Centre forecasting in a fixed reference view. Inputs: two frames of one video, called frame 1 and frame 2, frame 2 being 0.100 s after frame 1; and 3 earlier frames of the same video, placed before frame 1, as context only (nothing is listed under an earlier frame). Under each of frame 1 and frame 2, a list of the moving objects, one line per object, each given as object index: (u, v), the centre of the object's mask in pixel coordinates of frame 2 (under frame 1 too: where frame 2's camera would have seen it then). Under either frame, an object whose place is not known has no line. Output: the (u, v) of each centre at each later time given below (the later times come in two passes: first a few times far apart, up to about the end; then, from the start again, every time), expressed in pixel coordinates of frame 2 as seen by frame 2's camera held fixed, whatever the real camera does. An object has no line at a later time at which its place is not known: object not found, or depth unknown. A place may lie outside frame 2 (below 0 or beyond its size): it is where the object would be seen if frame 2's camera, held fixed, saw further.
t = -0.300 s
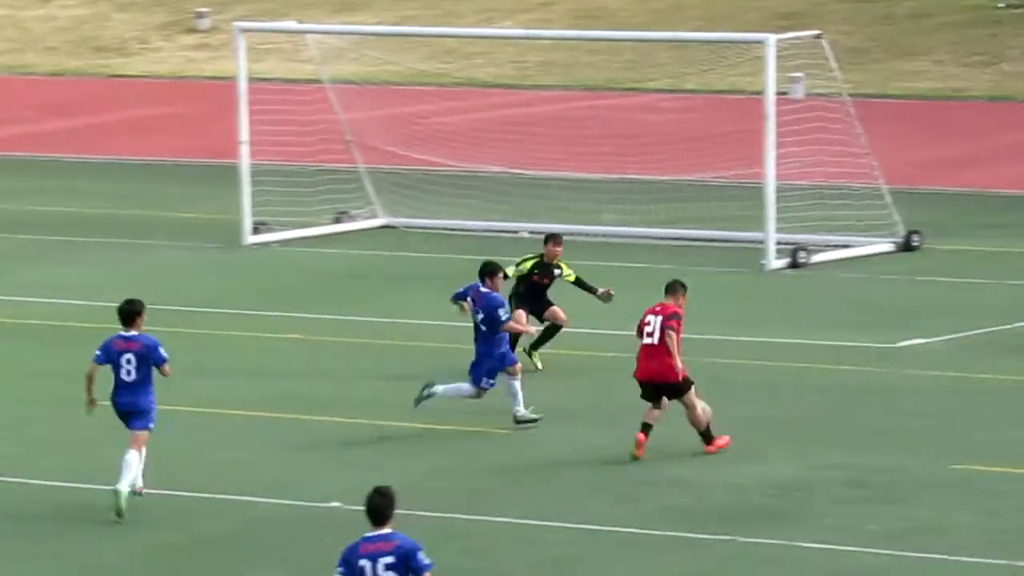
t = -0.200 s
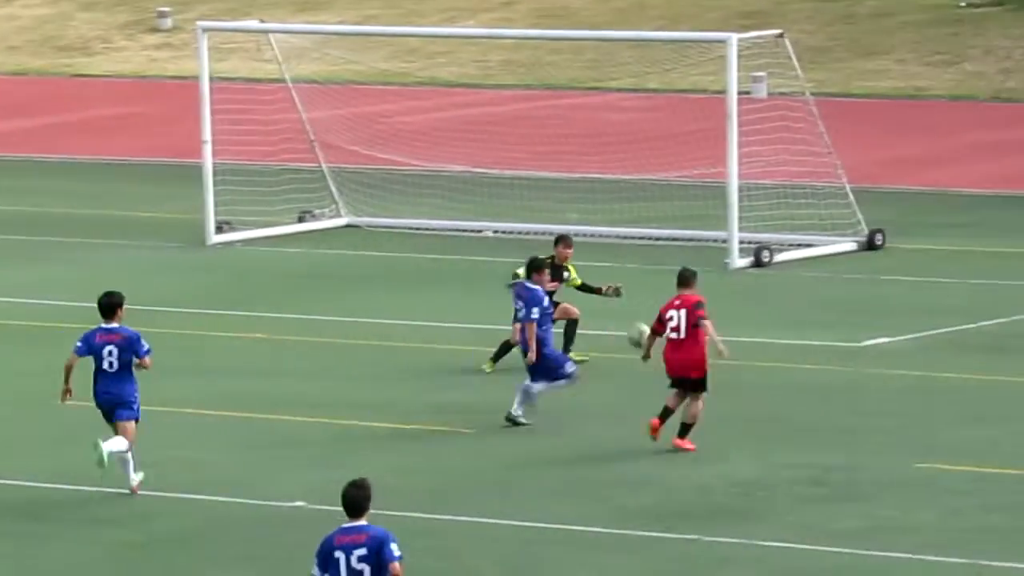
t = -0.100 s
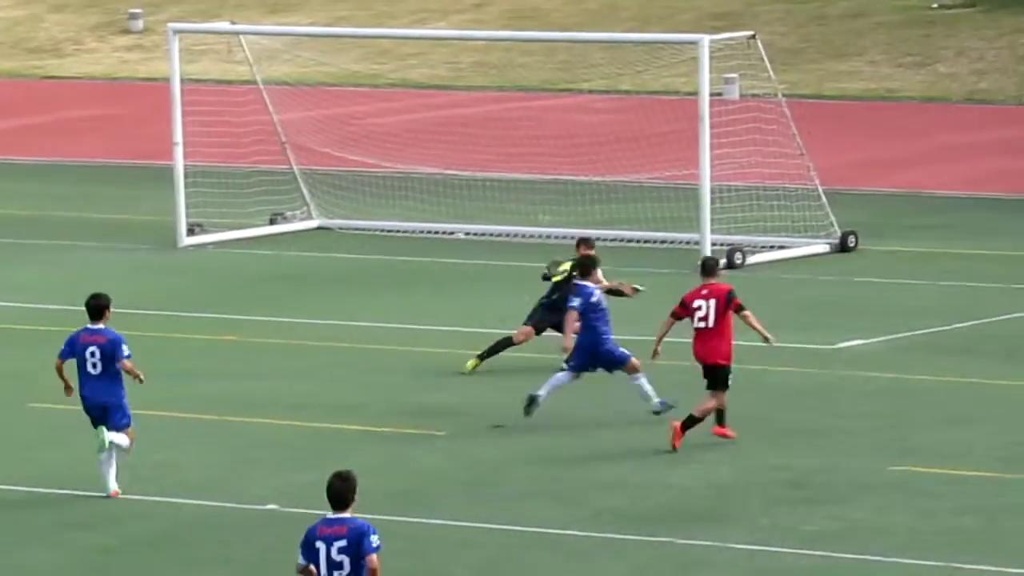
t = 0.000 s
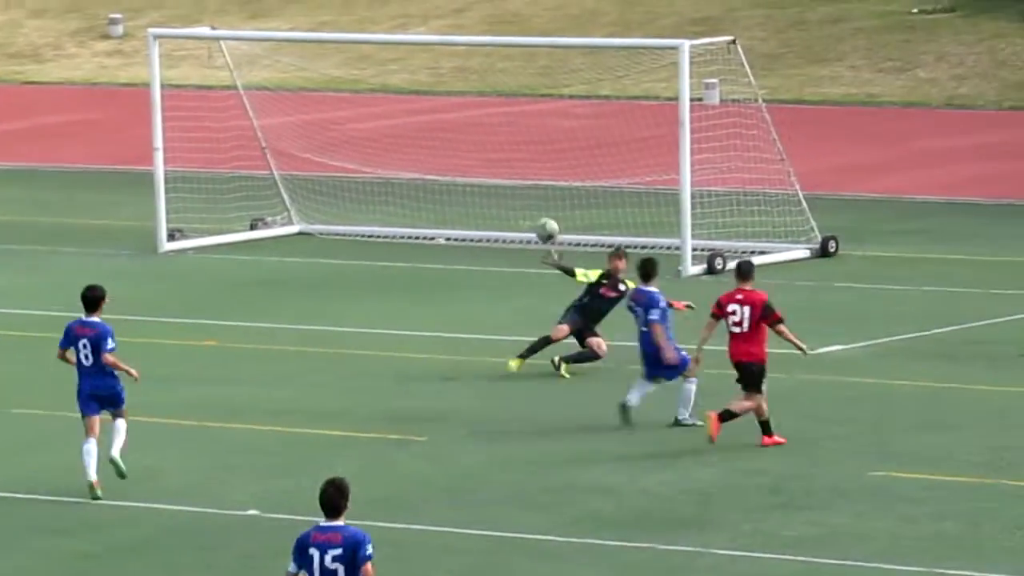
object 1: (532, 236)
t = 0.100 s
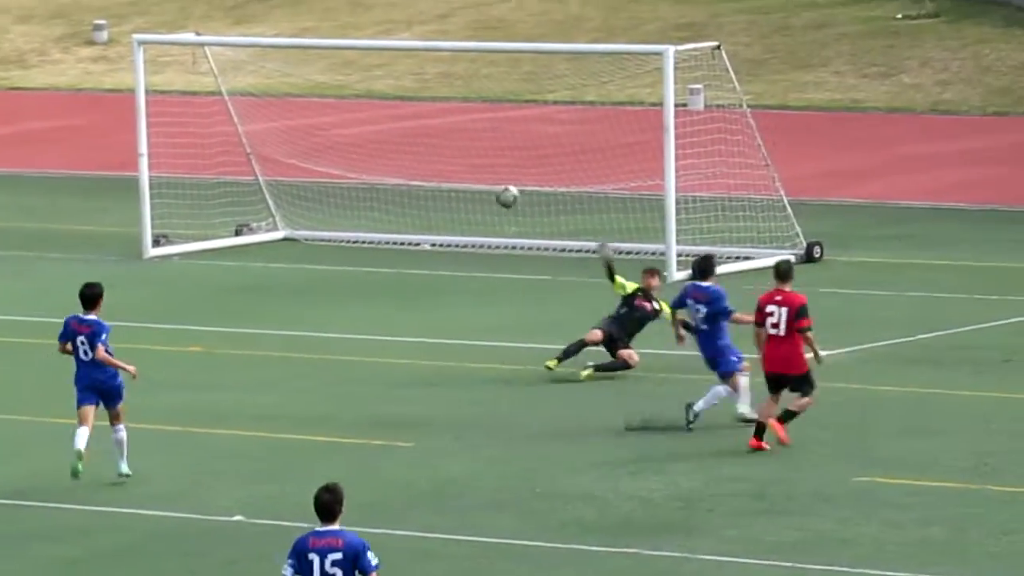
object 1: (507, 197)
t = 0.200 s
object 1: (482, 168)
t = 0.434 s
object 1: (421, 139)
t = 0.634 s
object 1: (368, 150)
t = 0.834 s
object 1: (314, 190)
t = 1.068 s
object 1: (247, 270)
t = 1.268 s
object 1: (218, 208)
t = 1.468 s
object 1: (190, 178)
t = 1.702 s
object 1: (159, 189)
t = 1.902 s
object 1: (174, 214)
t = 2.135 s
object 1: (220, 220)
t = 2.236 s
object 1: (229, 211)
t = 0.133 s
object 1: (499, 186)
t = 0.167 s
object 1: (491, 177)
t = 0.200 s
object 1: (482, 168)
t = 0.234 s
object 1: (473, 161)
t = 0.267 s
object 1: (466, 155)
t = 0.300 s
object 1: (456, 150)
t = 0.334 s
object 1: (448, 145)
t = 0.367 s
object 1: (439, 142)
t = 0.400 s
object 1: (431, 140)
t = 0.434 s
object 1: (421, 139)
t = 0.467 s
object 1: (413, 139)
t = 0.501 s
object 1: (404, 139)
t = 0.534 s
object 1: (395, 141)
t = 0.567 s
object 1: (385, 143)
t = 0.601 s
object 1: (377, 147)
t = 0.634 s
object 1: (368, 150)
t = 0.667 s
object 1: (358, 155)
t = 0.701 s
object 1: (350, 160)
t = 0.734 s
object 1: (341, 167)
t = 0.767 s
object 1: (331, 174)
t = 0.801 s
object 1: (322, 181)
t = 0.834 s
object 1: (314, 190)
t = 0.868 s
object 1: (305, 199)
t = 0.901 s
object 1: (295, 209)
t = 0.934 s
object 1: (285, 220)
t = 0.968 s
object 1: (275, 230)
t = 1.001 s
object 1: (266, 244)
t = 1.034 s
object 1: (257, 255)
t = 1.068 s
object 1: (247, 270)
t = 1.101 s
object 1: (242, 264)
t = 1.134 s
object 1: (237, 250)
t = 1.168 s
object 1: (232, 238)
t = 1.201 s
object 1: (227, 227)
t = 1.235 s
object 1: (223, 217)
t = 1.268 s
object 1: (218, 208)
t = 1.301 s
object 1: (213, 201)
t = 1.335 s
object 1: (208, 194)
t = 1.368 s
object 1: (204, 189)
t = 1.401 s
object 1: (199, 184)
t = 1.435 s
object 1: (194, 181)
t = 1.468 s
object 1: (190, 178)
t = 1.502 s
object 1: (185, 177)
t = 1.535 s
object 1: (181, 176)
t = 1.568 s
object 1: (176, 177)
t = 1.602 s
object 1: (172, 179)
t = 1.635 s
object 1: (168, 181)
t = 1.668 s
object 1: (164, 185)
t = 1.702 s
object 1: (159, 189)
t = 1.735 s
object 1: (158, 194)
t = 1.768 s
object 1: (158, 199)
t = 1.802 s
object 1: (159, 203)
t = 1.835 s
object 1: (162, 207)
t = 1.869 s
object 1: (167, 210)
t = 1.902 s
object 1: (174, 214)
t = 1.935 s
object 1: (181, 217)
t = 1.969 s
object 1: (189, 221)
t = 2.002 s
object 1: (197, 225)
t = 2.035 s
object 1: (207, 230)
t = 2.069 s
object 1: (215, 232)
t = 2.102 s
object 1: (217, 226)
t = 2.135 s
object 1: (220, 220)
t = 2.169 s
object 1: (223, 216)
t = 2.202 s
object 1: (227, 213)
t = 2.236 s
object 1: (229, 211)
